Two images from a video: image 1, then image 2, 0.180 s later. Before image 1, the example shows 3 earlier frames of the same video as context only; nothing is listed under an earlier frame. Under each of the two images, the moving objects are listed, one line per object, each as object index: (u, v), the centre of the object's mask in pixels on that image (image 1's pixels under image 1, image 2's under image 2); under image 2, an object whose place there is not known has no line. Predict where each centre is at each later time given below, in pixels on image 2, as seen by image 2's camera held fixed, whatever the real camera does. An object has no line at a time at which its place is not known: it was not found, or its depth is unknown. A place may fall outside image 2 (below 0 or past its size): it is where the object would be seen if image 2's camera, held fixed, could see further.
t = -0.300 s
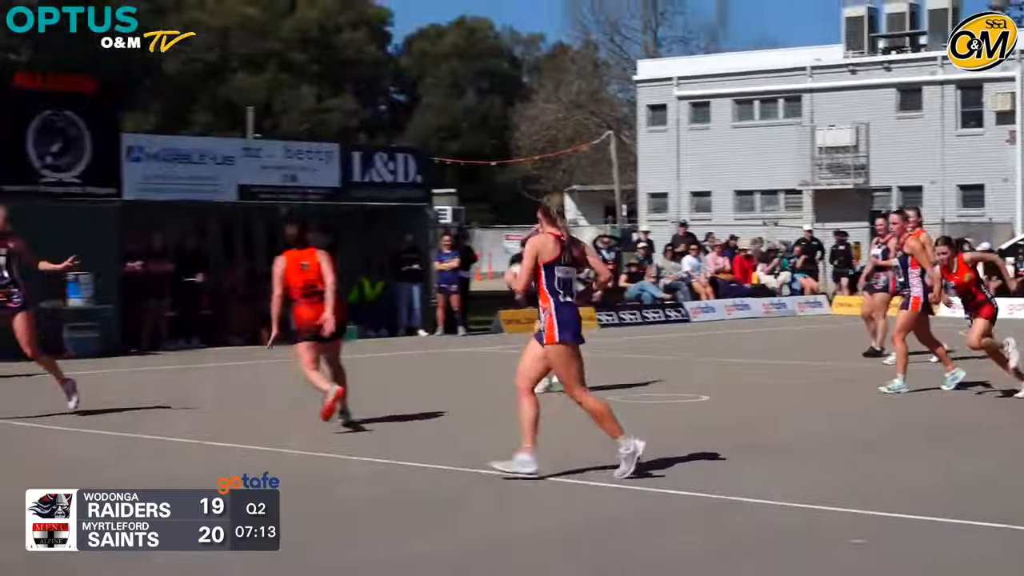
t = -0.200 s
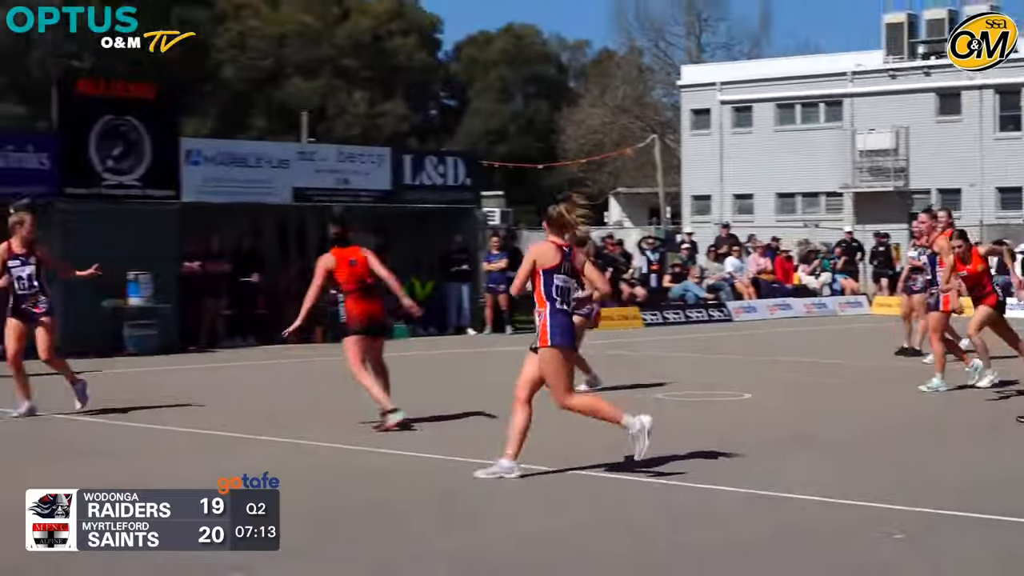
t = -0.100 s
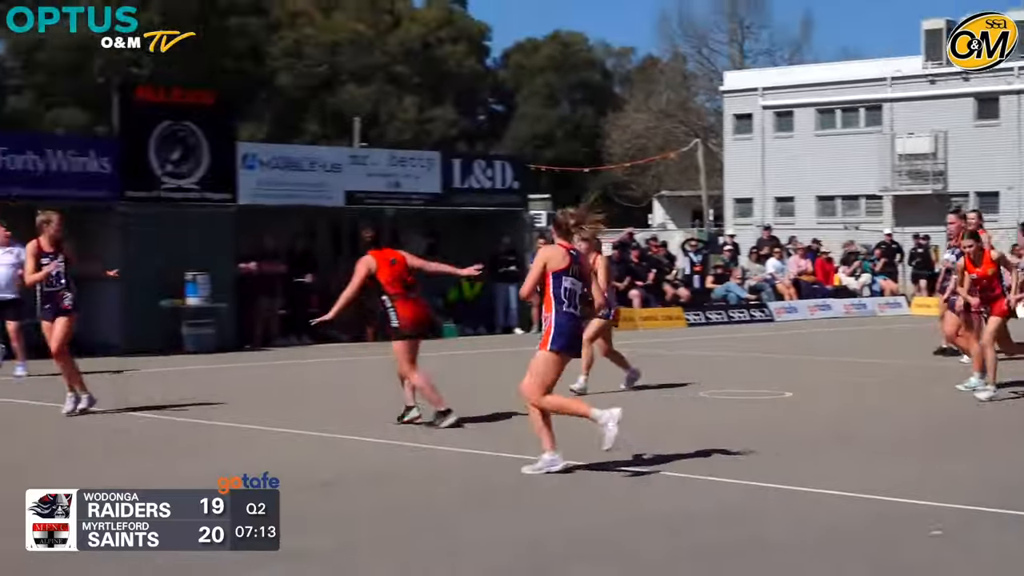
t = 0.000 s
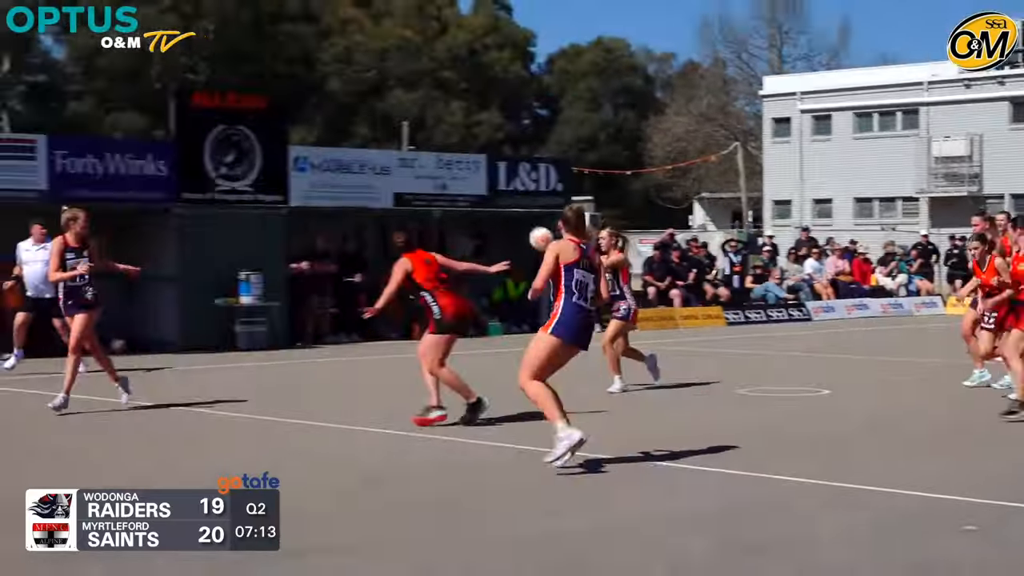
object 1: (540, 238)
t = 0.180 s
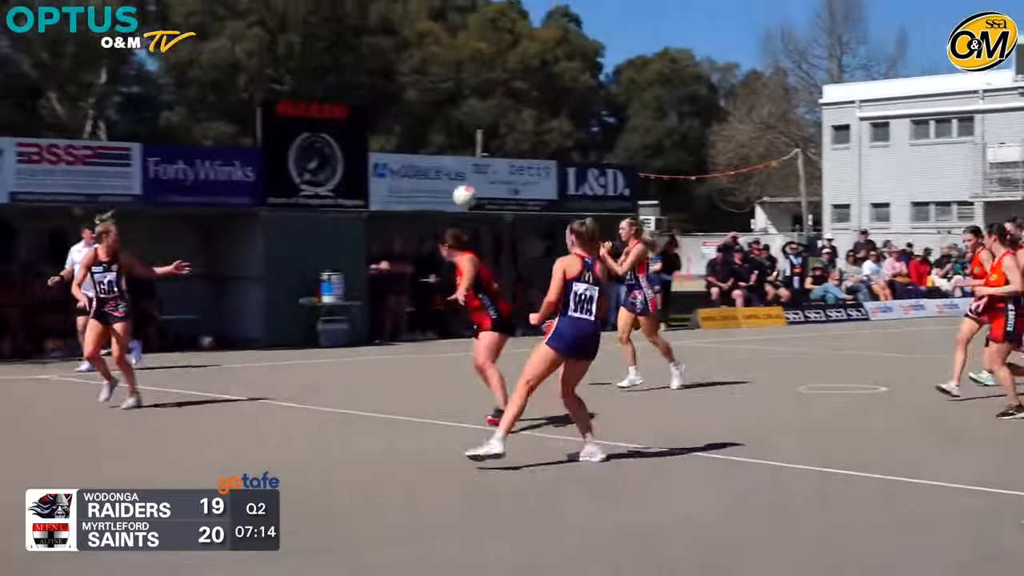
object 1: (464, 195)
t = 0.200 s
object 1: (447, 191)
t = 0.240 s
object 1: (413, 185)
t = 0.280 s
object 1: (380, 180)
